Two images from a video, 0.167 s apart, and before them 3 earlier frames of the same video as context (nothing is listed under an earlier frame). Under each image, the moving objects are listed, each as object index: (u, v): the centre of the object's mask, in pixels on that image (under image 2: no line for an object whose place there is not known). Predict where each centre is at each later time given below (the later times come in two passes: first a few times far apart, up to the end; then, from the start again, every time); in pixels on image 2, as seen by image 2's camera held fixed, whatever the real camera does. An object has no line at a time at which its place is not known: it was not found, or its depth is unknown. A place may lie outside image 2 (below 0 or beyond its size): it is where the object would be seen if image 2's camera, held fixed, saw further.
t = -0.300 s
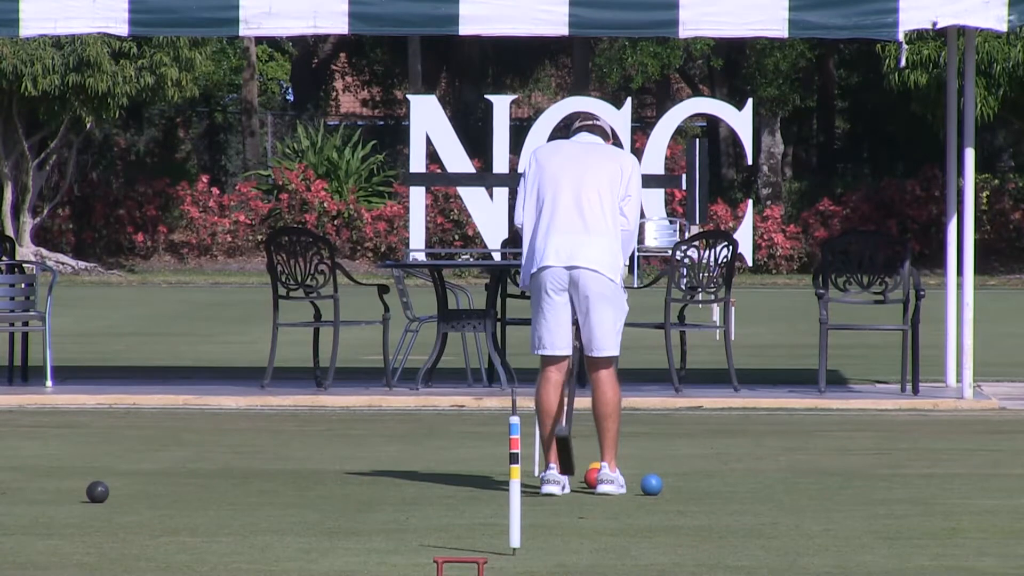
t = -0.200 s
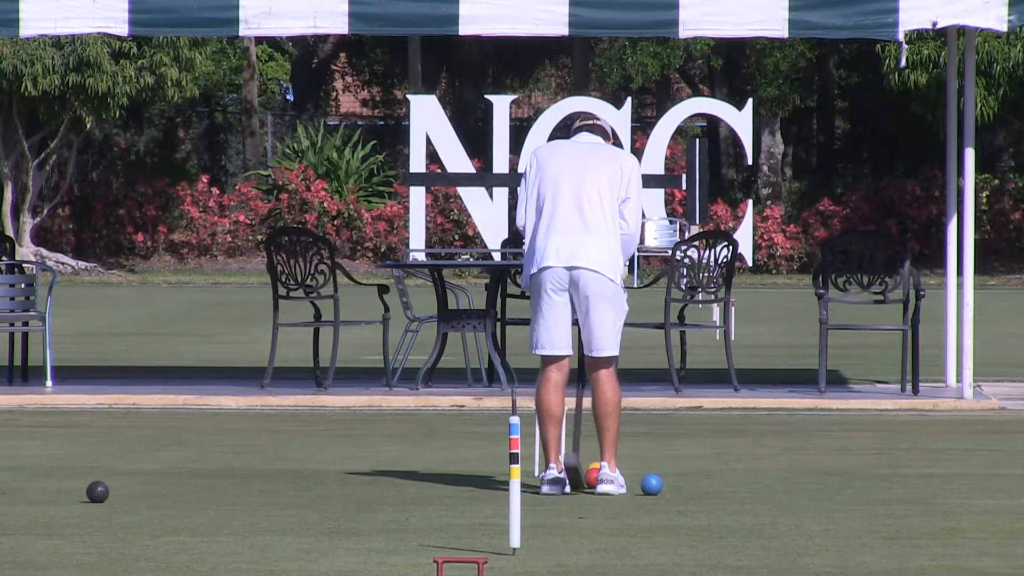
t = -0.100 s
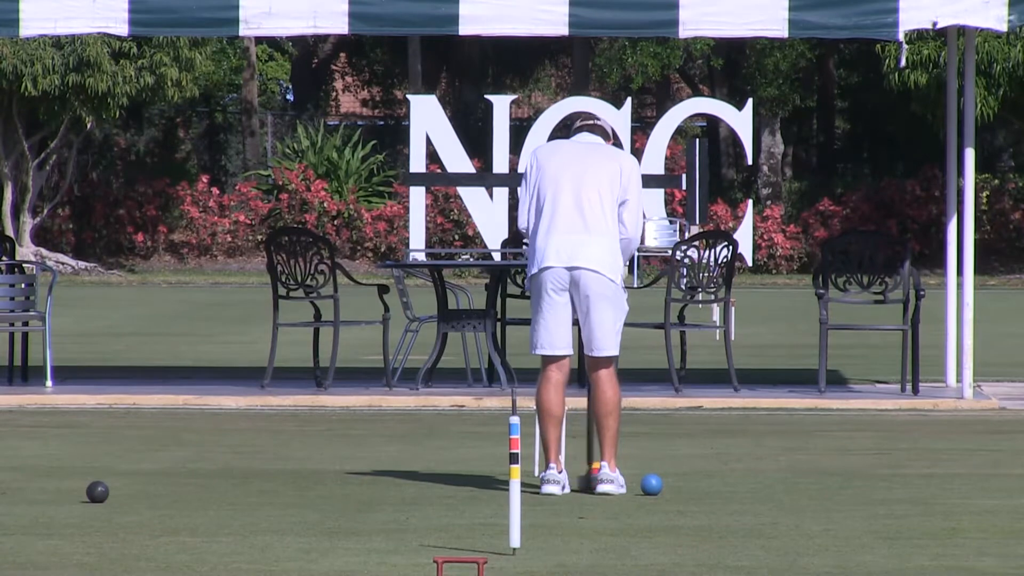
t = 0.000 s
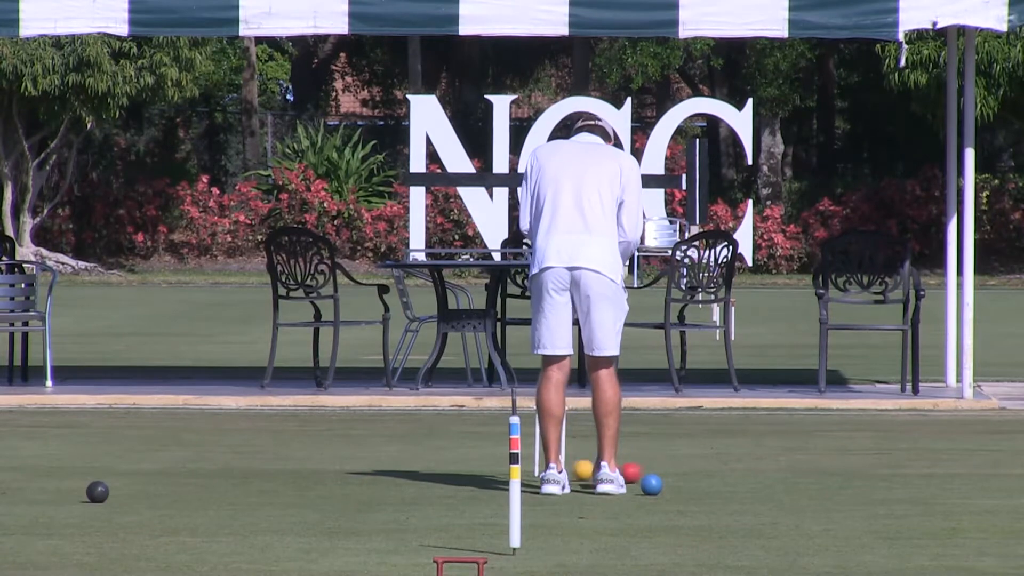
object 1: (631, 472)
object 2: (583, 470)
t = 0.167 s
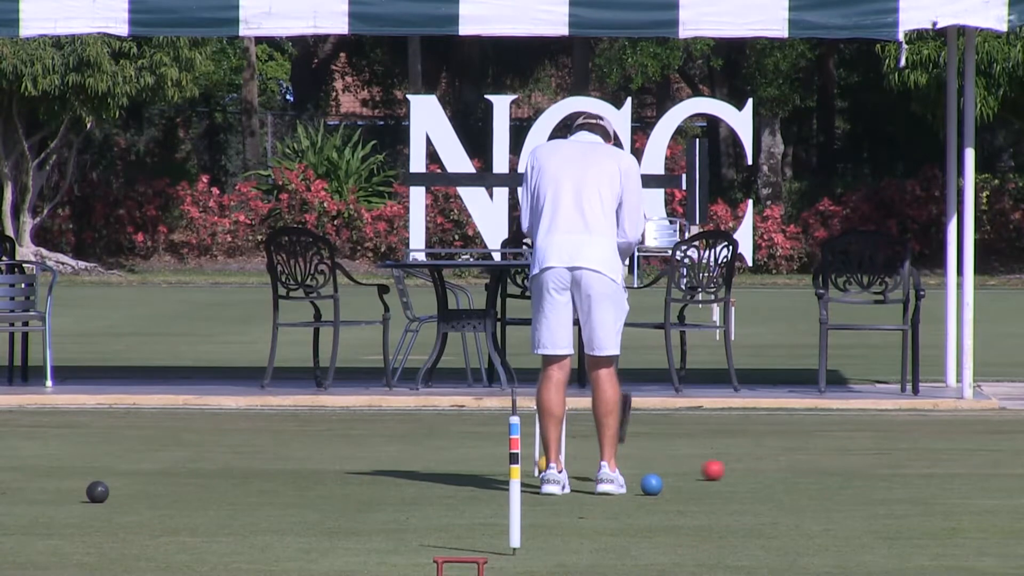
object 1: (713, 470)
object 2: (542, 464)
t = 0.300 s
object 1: (770, 469)
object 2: (542, 464)
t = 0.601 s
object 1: (890, 465)
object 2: (534, 463)
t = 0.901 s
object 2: (528, 462)
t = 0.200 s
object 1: (727, 470)
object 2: (542, 464)
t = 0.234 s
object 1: (741, 469)
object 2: (542, 464)
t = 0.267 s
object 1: (755, 469)
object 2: (542, 464)
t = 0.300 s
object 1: (770, 469)
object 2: (542, 464)
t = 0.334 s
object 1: (784, 468)
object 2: (542, 464)
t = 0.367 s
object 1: (797, 468)
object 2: (540, 463)
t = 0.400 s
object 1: (811, 467)
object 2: (539, 464)
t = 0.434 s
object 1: (824, 467)
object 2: (538, 464)
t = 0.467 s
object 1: (838, 466)
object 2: (538, 463)
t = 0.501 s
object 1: (851, 466)
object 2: (538, 464)
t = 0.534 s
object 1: (864, 466)
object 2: (534, 463)
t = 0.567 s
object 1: (876, 466)
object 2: (534, 463)
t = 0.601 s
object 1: (890, 465)
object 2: (534, 463)
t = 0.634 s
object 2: (534, 463)
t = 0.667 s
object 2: (534, 463)
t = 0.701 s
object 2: (534, 463)
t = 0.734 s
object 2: (533, 463)
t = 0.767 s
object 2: (532, 463)
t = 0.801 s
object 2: (532, 463)
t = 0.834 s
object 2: (531, 463)
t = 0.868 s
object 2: (528, 462)
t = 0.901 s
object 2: (528, 462)
